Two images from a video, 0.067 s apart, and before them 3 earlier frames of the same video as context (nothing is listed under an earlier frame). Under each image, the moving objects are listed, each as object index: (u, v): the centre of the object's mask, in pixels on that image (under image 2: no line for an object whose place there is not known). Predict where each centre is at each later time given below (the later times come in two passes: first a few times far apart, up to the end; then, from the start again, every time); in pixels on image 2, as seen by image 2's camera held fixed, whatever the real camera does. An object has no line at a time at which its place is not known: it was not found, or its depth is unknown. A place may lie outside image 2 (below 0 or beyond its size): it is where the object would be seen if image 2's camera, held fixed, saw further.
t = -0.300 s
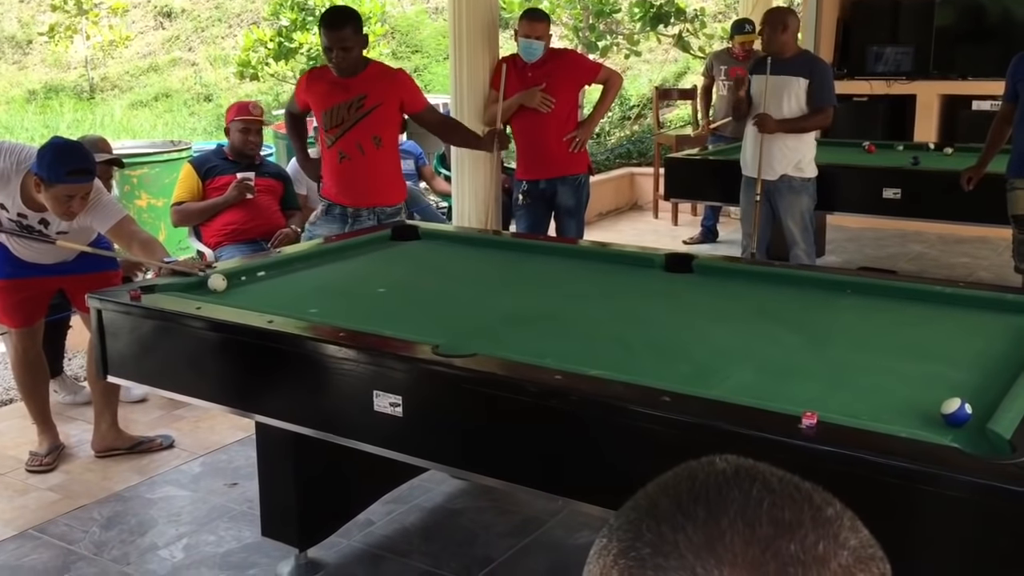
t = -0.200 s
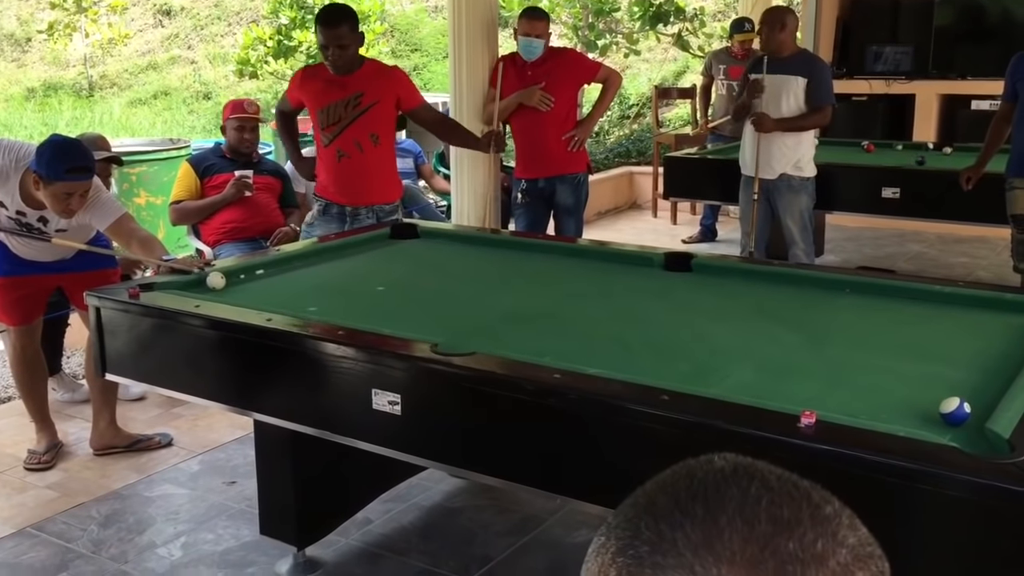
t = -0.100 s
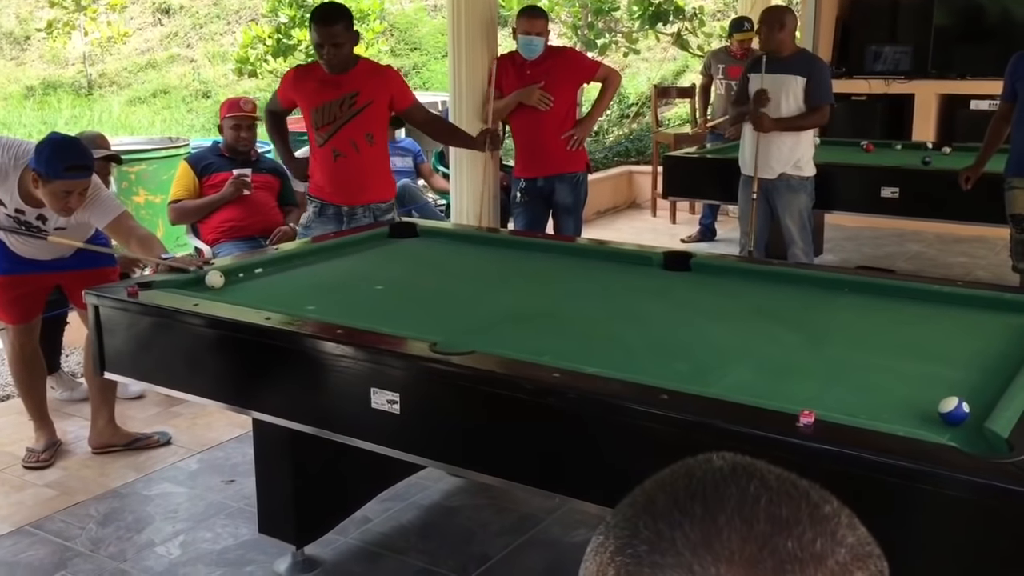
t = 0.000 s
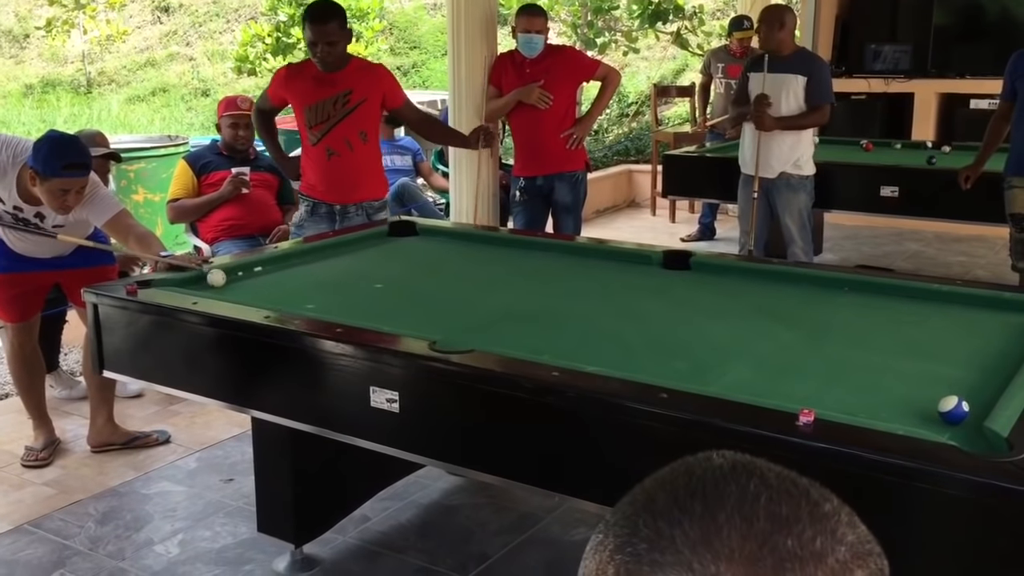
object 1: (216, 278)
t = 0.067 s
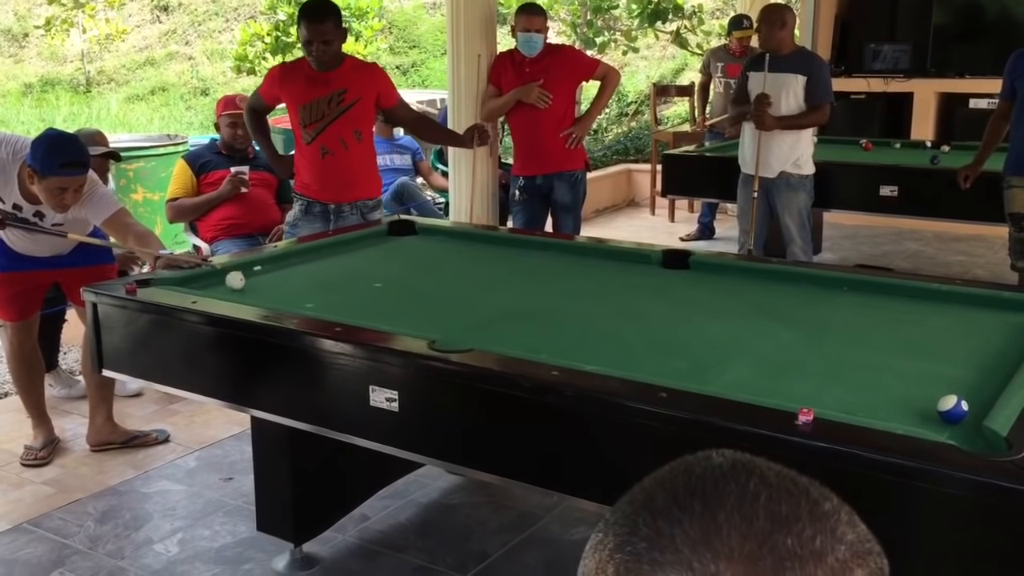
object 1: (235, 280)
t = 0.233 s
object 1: (285, 288)
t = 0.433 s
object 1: (350, 299)
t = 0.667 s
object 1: (431, 313)
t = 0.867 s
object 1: (506, 325)
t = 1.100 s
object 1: (601, 341)
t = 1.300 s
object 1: (690, 355)
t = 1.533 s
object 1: (803, 374)
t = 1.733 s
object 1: (911, 393)
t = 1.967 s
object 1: (946, 393)
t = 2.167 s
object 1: (890, 387)
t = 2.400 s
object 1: (829, 375)
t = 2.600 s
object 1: (781, 366)
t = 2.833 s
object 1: (731, 356)
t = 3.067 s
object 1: (686, 348)
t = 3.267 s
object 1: (651, 341)
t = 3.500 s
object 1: (613, 333)
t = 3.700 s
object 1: (583, 327)
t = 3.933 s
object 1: (552, 321)
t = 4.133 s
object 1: (528, 315)
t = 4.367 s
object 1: (501, 310)
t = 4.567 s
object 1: (481, 306)
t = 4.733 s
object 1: (466, 302)
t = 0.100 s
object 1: (245, 282)
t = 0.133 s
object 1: (255, 283)
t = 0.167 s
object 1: (265, 285)
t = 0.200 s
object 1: (275, 287)
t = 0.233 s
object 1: (285, 288)
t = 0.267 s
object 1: (295, 290)
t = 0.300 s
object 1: (306, 292)
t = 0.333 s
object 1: (317, 294)
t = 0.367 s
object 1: (328, 295)
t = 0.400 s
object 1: (339, 297)
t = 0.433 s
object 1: (350, 299)
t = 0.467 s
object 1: (361, 301)
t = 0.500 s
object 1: (372, 303)
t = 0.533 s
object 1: (384, 305)
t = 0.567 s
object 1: (395, 307)
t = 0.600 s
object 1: (407, 309)
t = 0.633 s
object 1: (419, 311)
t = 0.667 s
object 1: (431, 313)
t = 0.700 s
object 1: (443, 315)
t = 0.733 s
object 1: (455, 317)
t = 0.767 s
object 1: (467, 319)
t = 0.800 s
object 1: (480, 321)
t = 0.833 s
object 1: (493, 323)
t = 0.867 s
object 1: (506, 325)
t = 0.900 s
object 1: (519, 327)
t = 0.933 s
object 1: (532, 329)
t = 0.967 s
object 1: (545, 332)
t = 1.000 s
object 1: (559, 334)
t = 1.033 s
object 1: (573, 336)
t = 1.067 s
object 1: (587, 339)
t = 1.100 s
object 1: (601, 341)
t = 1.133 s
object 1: (615, 343)
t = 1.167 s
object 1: (630, 346)
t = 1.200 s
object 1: (644, 348)
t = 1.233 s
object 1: (659, 351)
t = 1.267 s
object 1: (674, 353)
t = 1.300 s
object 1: (690, 355)
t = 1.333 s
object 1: (705, 358)
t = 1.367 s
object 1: (721, 361)
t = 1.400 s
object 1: (737, 363)
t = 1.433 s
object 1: (753, 366)
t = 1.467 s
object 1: (770, 369)
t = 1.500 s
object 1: (786, 372)
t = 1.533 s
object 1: (803, 374)
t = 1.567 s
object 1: (820, 377)
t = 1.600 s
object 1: (838, 380)
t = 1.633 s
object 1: (856, 383)
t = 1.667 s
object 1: (874, 386)
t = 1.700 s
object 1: (893, 389)
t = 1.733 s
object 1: (911, 393)
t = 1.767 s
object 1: (930, 395)
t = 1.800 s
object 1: (947, 394)
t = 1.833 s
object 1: (973, 400)
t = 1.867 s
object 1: (981, 403)
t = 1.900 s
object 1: (972, 400)
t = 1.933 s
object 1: (962, 396)
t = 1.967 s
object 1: (946, 393)
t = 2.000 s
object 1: (936, 394)
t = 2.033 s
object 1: (928, 394)
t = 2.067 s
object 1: (918, 392)
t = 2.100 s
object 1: (908, 391)
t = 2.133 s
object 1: (899, 389)
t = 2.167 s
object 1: (890, 387)
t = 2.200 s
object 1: (880, 385)
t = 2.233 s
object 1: (871, 384)
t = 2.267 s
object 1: (862, 382)
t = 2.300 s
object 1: (854, 380)
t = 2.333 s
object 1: (845, 379)
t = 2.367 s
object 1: (837, 377)
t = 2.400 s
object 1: (829, 375)
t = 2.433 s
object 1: (821, 373)
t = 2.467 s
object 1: (813, 372)
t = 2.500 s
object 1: (805, 370)
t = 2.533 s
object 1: (797, 369)
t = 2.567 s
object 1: (789, 368)
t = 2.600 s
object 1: (781, 366)
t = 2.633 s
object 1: (774, 365)
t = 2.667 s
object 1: (767, 363)
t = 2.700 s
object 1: (759, 362)
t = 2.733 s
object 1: (752, 360)
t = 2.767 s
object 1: (745, 359)
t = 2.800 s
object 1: (738, 358)
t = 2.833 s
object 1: (731, 356)
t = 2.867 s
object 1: (724, 355)
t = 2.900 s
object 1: (718, 354)
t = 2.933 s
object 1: (711, 353)
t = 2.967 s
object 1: (705, 351)
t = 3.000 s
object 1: (699, 350)
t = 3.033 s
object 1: (692, 349)
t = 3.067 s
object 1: (686, 348)
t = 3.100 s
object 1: (680, 346)
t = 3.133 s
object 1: (674, 345)
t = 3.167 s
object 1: (668, 344)
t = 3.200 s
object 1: (662, 343)
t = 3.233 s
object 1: (657, 342)
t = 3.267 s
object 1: (651, 341)
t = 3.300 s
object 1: (645, 339)
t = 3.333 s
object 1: (640, 338)
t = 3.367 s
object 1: (634, 337)
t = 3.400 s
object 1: (629, 336)
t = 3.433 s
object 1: (623, 335)
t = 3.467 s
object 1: (618, 334)
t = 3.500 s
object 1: (613, 333)
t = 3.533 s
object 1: (608, 332)
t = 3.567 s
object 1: (603, 331)
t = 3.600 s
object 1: (598, 330)
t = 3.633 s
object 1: (593, 329)
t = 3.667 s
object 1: (588, 328)
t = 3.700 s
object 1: (583, 327)
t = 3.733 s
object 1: (579, 326)
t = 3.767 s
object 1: (574, 325)
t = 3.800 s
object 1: (570, 324)
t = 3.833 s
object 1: (565, 323)
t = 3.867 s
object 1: (561, 322)
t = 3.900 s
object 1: (556, 322)
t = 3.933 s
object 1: (552, 321)
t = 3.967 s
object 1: (548, 320)
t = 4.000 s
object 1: (544, 319)
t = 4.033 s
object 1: (540, 318)
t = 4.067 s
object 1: (536, 317)
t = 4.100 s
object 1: (532, 316)
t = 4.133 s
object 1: (528, 315)
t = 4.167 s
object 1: (524, 315)
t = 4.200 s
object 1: (520, 314)
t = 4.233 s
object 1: (516, 313)
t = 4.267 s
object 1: (512, 312)
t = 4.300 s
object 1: (509, 312)
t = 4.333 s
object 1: (505, 311)
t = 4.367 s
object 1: (501, 310)
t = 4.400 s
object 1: (498, 309)
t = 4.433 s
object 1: (495, 308)
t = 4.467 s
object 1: (491, 308)
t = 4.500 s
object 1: (488, 307)
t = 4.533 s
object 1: (484, 307)
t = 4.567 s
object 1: (481, 306)
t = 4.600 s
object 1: (478, 305)
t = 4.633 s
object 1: (475, 304)
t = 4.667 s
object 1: (472, 303)
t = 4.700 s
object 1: (469, 303)
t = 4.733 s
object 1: (466, 302)
